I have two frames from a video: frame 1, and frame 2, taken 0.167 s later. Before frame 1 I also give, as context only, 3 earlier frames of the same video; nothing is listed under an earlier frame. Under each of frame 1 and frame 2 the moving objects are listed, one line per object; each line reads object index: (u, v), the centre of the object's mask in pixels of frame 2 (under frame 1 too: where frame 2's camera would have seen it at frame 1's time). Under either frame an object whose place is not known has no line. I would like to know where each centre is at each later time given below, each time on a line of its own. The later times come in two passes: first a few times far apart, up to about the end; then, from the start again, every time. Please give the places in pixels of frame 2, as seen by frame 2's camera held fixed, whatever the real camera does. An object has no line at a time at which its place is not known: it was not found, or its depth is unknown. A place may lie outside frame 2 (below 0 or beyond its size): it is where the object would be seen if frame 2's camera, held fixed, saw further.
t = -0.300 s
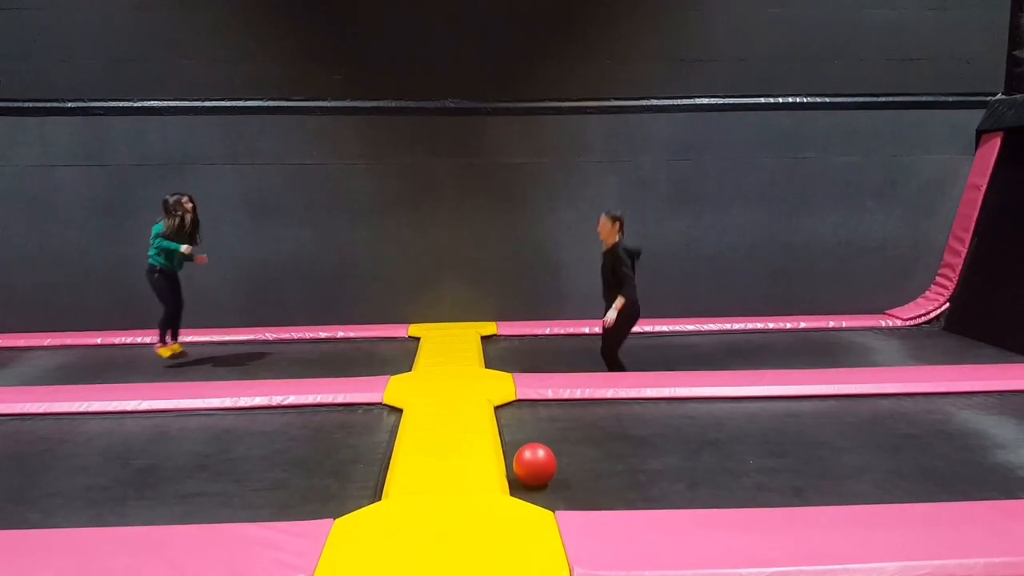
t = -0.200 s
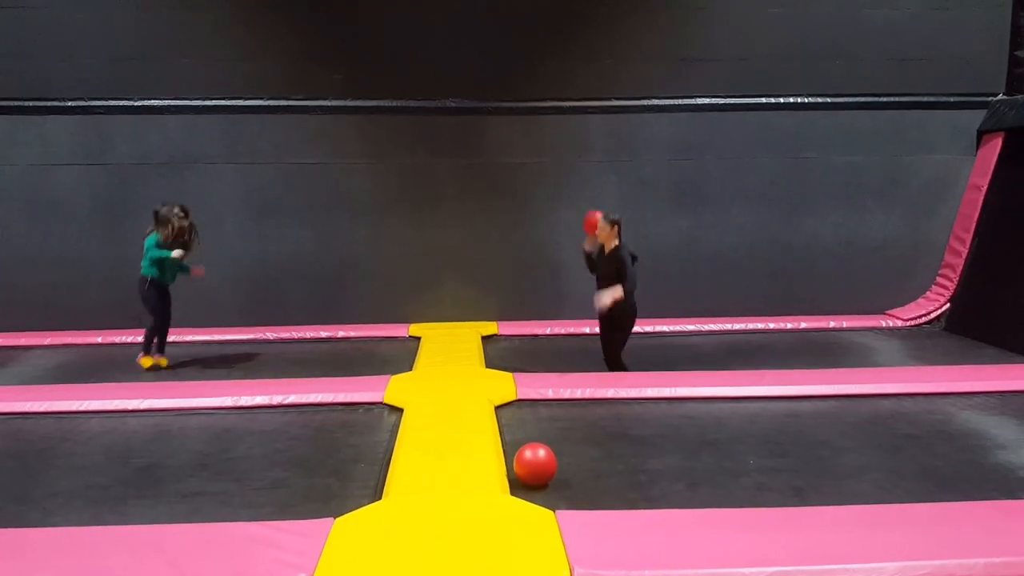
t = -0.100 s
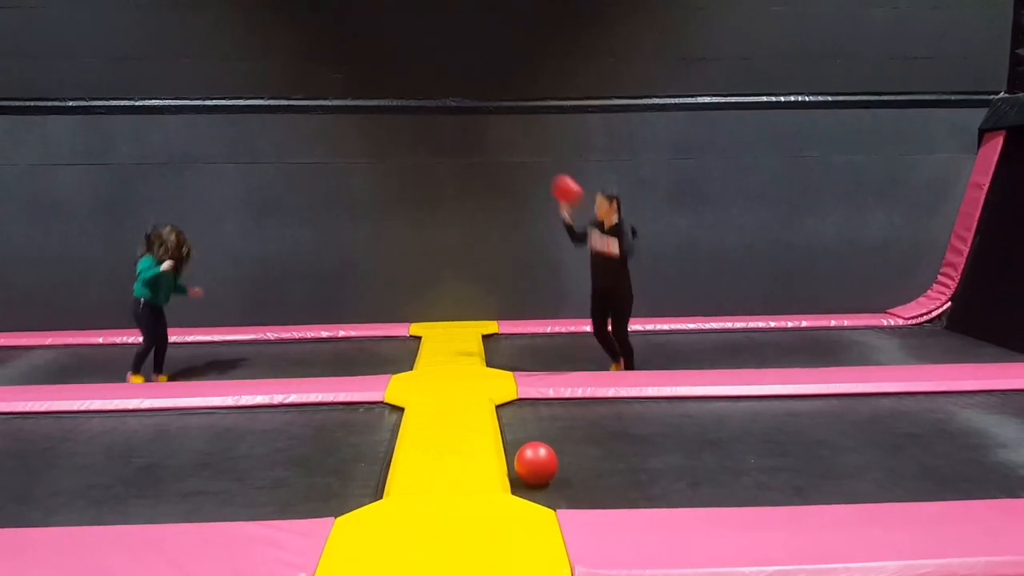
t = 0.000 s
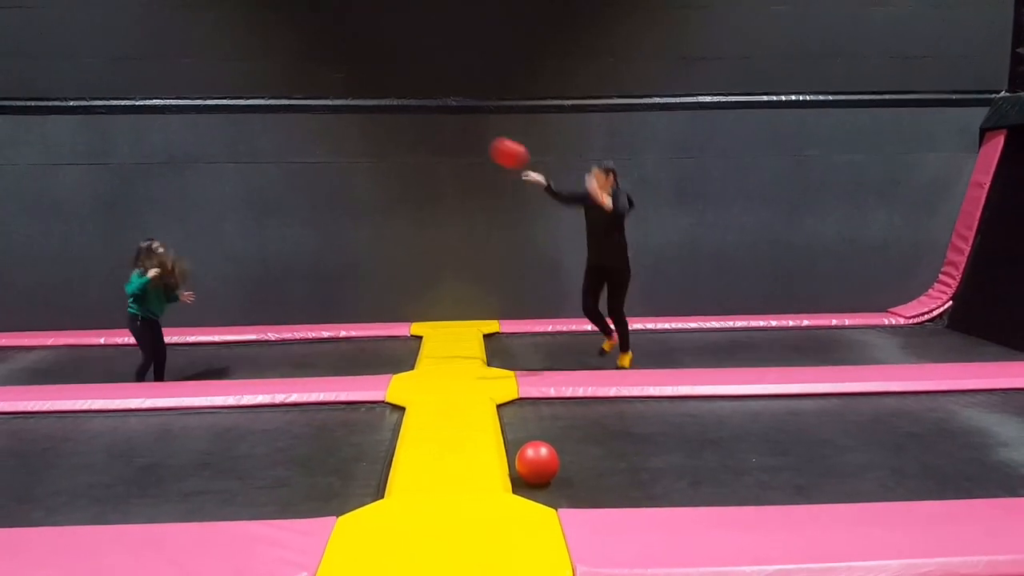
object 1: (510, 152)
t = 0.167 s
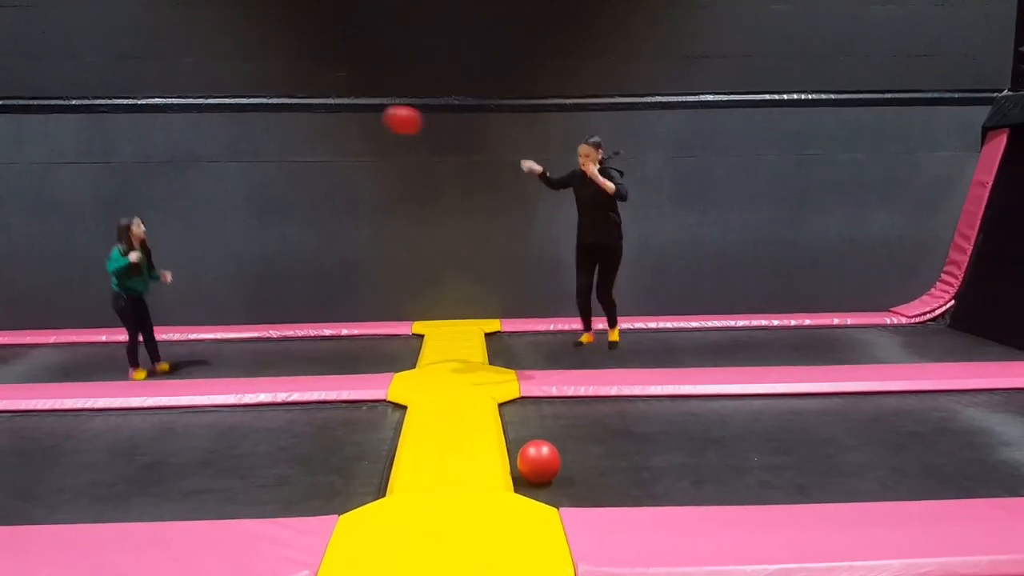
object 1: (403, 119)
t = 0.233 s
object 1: (360, 116)
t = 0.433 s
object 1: (234, 139)
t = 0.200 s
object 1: (382, 117)
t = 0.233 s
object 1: (360, 116)
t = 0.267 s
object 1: (339, 116)
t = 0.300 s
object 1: (317, 117)
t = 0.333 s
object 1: (296, 121)
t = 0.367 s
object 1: (275, 125)
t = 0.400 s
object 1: (255, 131)
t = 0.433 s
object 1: (234, 139)
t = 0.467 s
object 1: (213, 148)
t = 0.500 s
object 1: (193, 158)
